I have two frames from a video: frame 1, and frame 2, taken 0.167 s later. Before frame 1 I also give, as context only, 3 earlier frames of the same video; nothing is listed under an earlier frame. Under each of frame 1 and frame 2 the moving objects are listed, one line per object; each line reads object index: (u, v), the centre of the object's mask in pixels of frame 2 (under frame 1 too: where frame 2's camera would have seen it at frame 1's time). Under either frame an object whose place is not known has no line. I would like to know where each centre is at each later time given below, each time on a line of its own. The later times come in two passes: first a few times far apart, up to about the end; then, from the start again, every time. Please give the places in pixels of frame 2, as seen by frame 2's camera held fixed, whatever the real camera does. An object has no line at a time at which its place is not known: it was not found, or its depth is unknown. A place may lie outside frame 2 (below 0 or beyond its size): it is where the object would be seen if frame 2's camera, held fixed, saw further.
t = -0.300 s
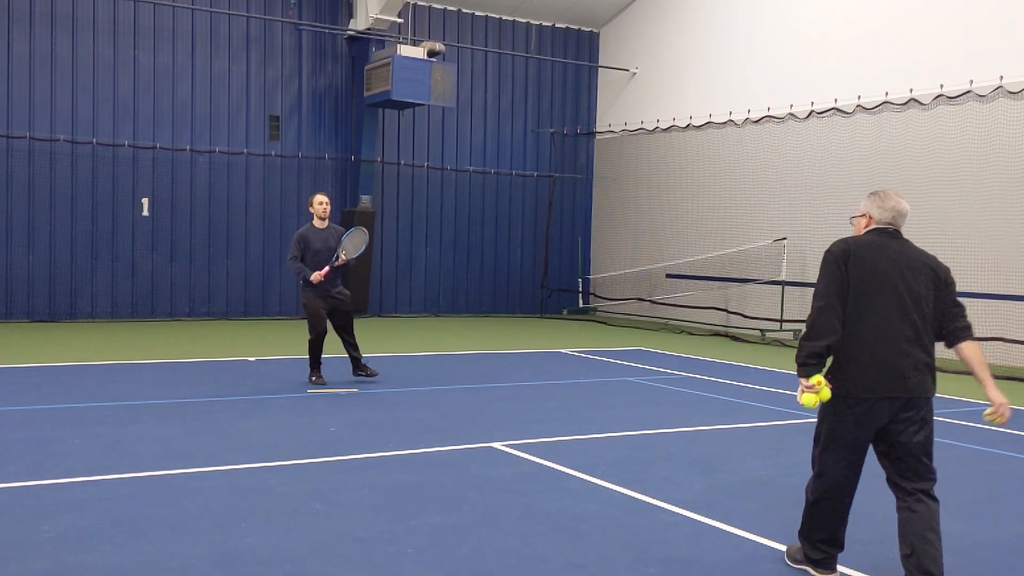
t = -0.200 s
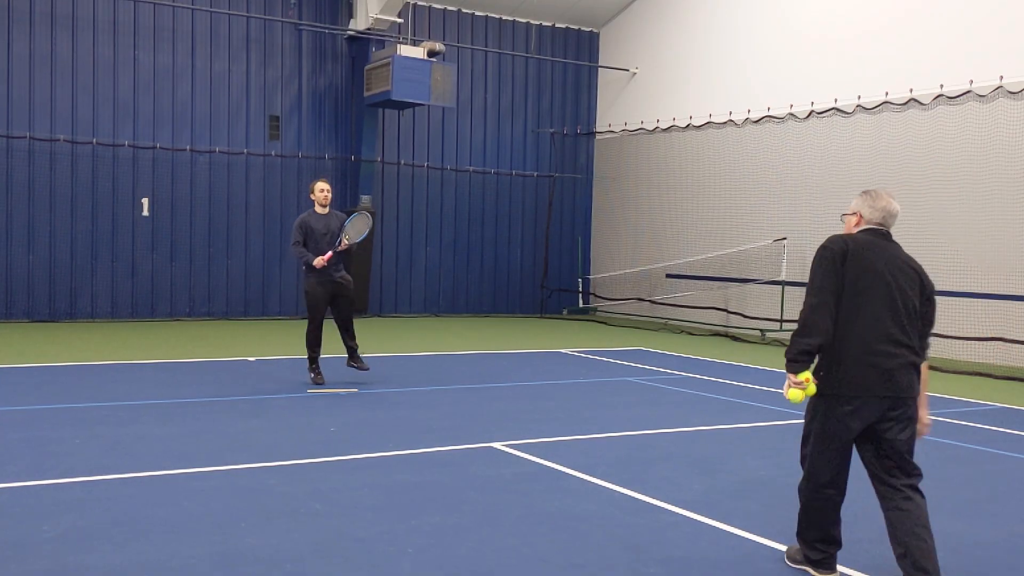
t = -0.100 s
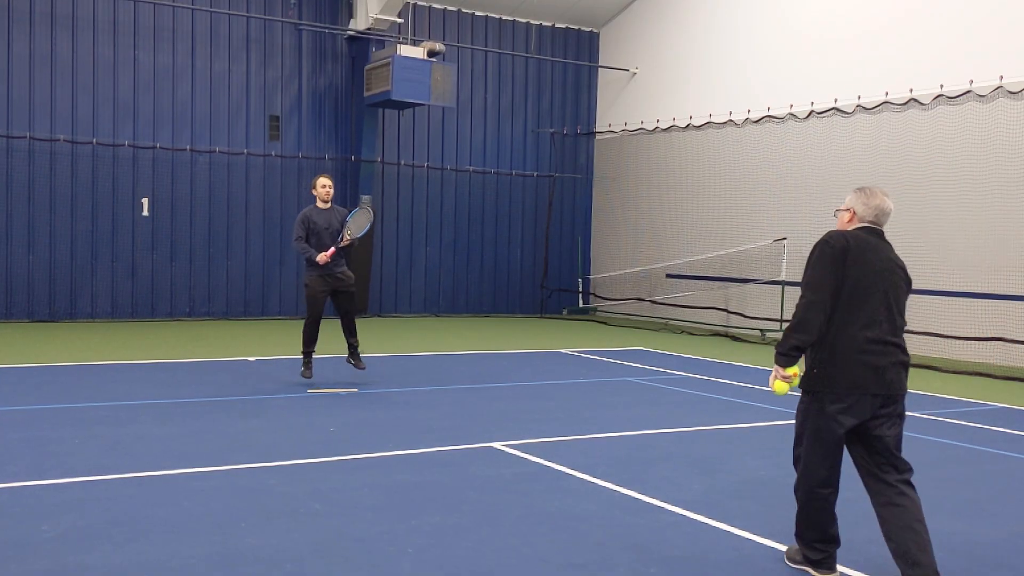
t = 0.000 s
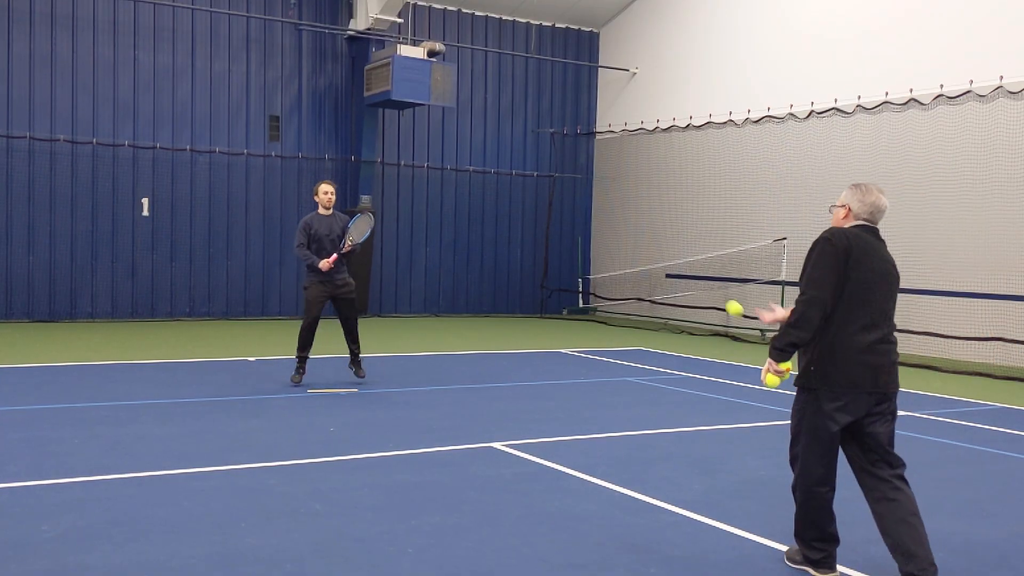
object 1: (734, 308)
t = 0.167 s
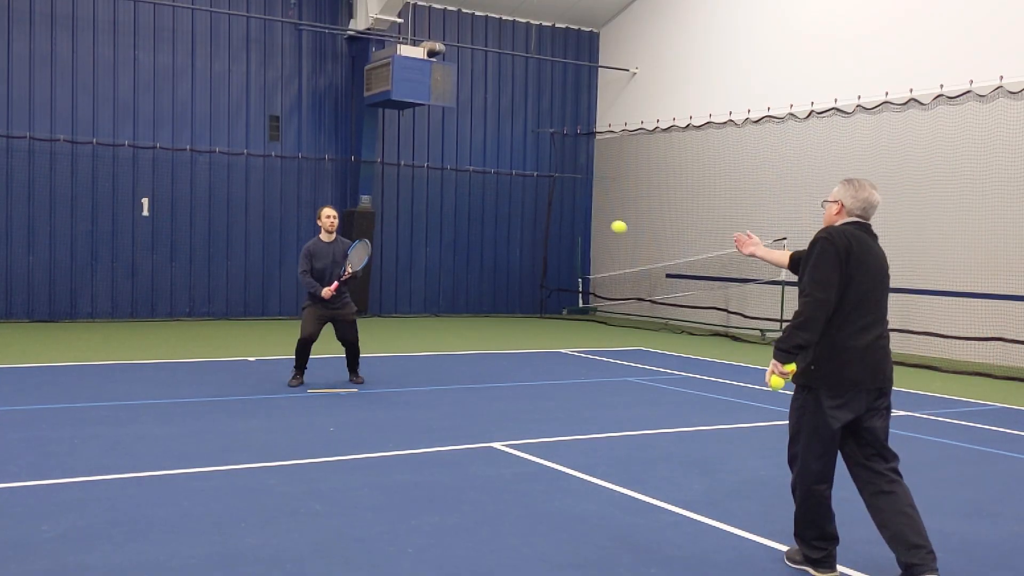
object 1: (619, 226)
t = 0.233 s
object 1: (579, 212)
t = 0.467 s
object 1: (461, 225)
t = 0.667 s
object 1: (379, 295)
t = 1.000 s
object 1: (283, 359)
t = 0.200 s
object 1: (599, 218)
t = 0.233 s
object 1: (579, 212)
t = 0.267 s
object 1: (560, 208)
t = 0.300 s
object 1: (542, 206)
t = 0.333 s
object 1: (525, 206)
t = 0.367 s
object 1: (508, 209)
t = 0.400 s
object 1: (492, 213)
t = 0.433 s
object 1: (476, 218)
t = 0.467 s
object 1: (461, 225)
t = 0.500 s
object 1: (446, 233)
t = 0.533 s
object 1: (432, 243)
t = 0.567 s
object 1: (418, 254)
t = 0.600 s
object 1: (405, 267)
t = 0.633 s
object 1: (392, 280)
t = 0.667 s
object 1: (379, 295)
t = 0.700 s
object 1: (367, 311)
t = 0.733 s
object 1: (355, 328)
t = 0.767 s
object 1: (343, 346)
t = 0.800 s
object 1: (332, 365)
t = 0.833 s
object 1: (321, 385)
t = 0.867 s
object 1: (311, 407)
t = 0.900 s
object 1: (302, 407)
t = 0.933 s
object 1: (295, 389)
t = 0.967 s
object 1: (289, 373)
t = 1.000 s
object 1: (283, 359)
